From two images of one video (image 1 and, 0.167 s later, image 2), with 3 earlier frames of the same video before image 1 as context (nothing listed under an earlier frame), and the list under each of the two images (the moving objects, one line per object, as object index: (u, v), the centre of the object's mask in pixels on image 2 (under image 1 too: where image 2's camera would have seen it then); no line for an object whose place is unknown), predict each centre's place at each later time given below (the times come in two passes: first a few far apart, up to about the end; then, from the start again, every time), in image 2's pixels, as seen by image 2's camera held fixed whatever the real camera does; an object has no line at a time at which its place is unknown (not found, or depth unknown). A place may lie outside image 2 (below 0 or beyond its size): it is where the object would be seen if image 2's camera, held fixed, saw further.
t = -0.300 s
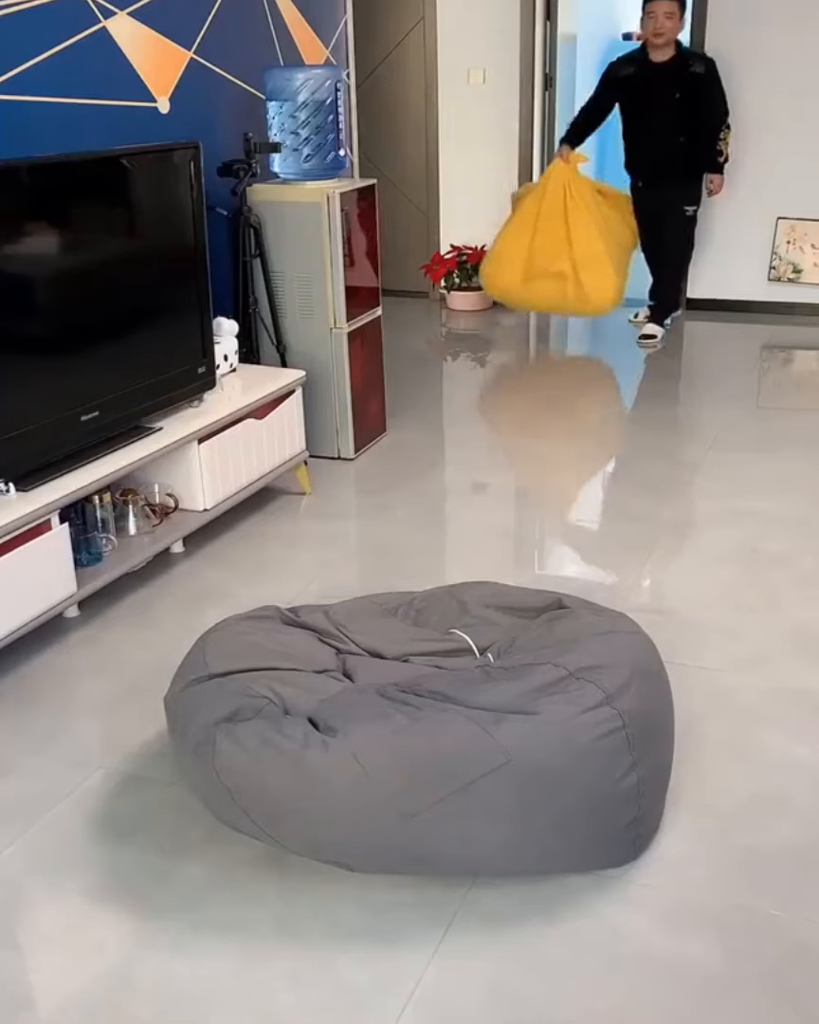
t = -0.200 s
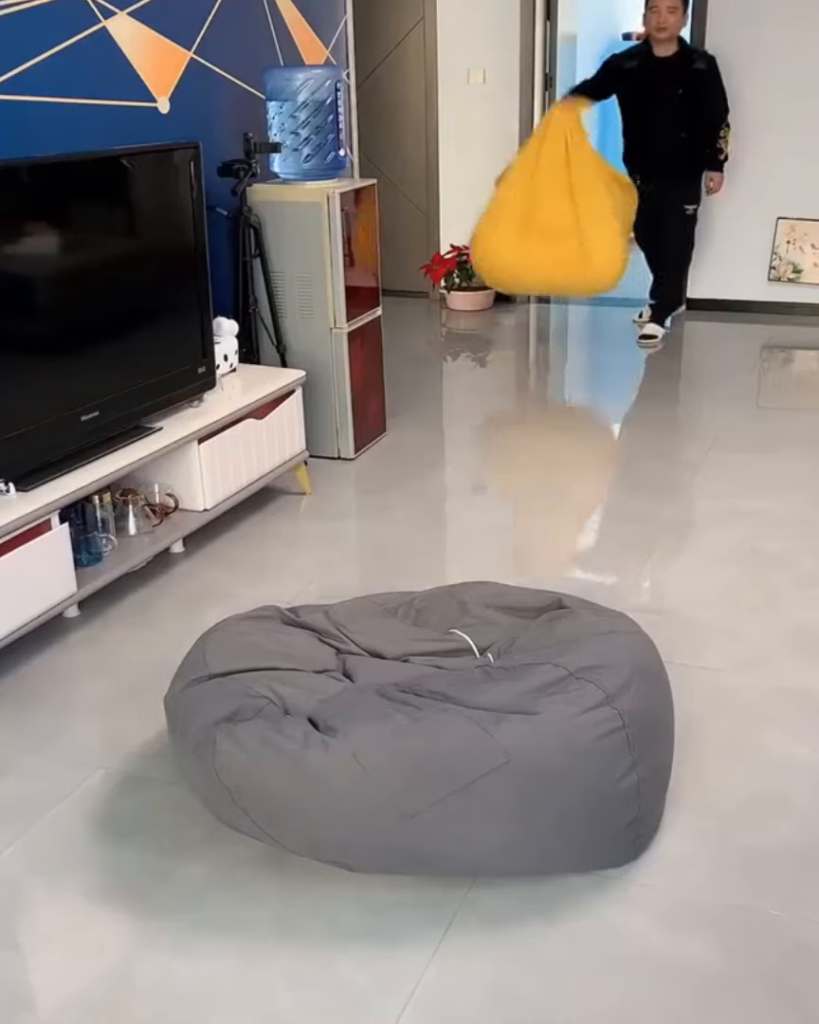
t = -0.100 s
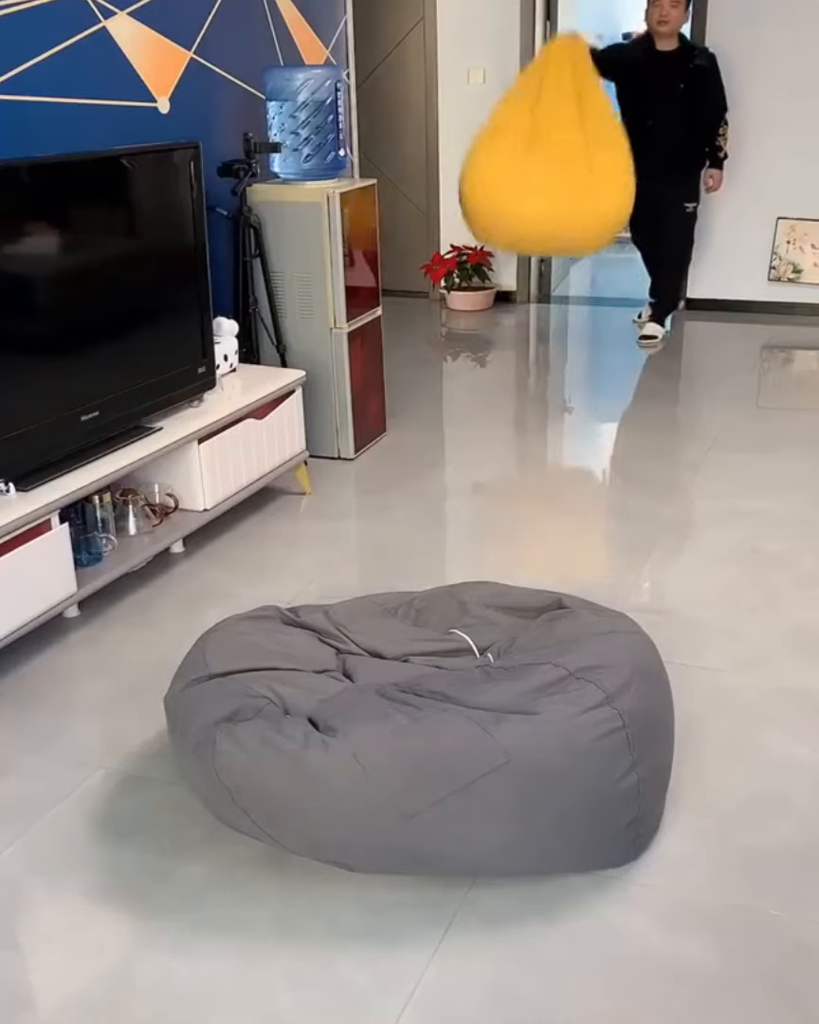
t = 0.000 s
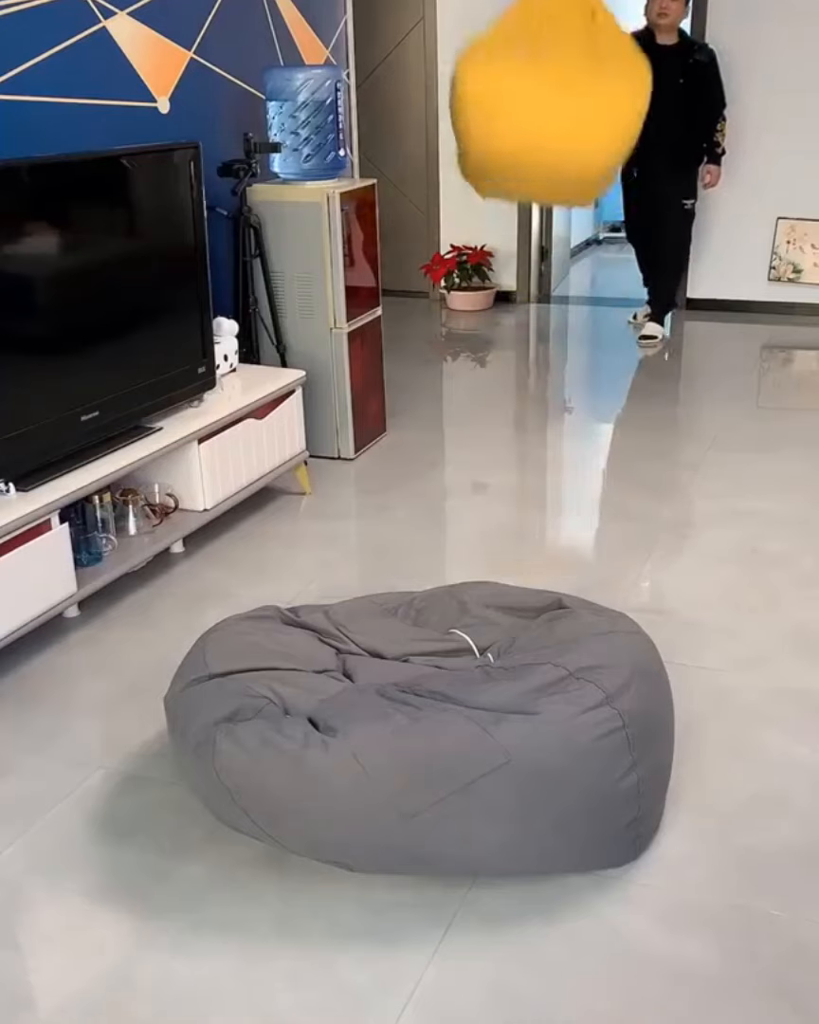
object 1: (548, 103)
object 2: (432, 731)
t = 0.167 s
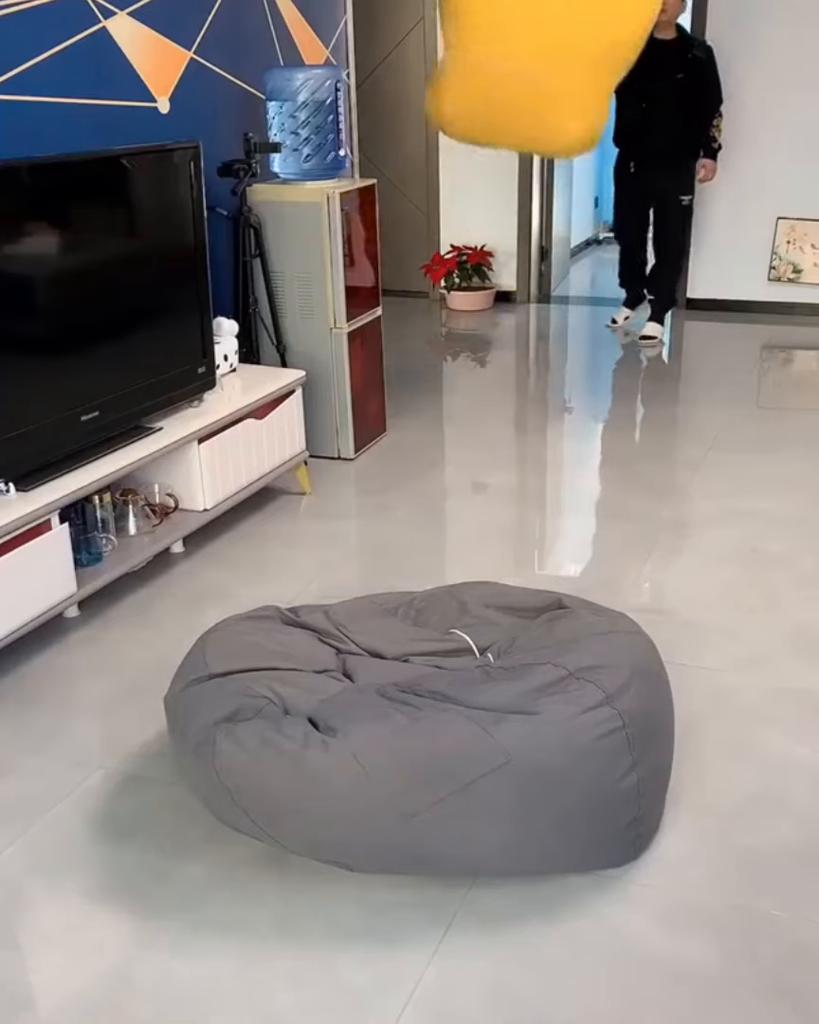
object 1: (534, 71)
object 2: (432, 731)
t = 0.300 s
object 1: (506, 70)
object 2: (431, 731)
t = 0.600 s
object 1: (448, 171)
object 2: (432, 731)
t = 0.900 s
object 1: (411, 598)
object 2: (438, 784)
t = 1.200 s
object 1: (413, 597)
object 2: (432, 792)
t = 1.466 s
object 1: (415, 603)
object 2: (433, 788)
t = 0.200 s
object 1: (529, 68)
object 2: (432, 731)
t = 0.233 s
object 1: (521, 66)
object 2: (432, 731)
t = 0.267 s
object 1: (513, 68)
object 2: (432, 731)
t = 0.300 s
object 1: (506, 70)
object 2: (431, 731)
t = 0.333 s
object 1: (500, 74)
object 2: (431, 731)
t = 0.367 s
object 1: (494, 78)
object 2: (431, 731)
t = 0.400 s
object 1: (489, 84)
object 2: (432, 731)
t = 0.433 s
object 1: (483, 91)
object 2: (432, 731)
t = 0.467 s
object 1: (477, 100)
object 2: (432, 731)
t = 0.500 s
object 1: (471, 112)
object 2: (432, 731)
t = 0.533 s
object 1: (465, 125)
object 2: (431, 731)
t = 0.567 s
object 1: (458, 145)
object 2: (432, 731)
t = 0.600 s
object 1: (448, 171)
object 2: (432, 731)
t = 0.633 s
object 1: (439, 205)
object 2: (431, 731)
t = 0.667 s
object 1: (430, 243)
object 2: (431, 731)
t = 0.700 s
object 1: (422, 288)
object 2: (431, 731)
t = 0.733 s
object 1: (416, 335)
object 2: (432, 731)
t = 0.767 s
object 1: (410, 388)
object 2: (432, 732)
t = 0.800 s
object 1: (405, 445)
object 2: (438, 742)
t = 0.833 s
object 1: (405, 499)
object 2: (441, 754)
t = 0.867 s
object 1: (407, 556)
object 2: (441, 769)
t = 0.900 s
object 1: (411, 598)
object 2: (438, 784)
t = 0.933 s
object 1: (409, 609)
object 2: (436, 789)
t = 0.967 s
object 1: (410, 603)
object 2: (435, 790)
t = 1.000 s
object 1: (411, 597)
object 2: (435, 791)
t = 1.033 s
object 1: (412, 594)
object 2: (434, 791)
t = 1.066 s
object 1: (412, 593)
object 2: (434, 792)
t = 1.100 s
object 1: (413, 593)
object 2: (433, 792)
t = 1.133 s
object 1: (413, 594)
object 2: (433, 793)
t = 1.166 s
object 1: (413, 596)
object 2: (432, 793)
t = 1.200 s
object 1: (413, 597)
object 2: (432, 792)
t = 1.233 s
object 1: (413, 599)
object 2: (432, 791)
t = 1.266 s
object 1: (413, 600)
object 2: (432, 791)
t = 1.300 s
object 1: (413, 600)
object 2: (432, 790)
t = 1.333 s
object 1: (413, 601)
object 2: (432, 790)
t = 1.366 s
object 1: (414, 602)
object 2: (432, 789)
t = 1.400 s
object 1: (414, 602)
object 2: (432, 789)
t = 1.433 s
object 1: (414, 603)
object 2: (433, 788)
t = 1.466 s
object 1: (415, 603)
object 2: (433, 788)
